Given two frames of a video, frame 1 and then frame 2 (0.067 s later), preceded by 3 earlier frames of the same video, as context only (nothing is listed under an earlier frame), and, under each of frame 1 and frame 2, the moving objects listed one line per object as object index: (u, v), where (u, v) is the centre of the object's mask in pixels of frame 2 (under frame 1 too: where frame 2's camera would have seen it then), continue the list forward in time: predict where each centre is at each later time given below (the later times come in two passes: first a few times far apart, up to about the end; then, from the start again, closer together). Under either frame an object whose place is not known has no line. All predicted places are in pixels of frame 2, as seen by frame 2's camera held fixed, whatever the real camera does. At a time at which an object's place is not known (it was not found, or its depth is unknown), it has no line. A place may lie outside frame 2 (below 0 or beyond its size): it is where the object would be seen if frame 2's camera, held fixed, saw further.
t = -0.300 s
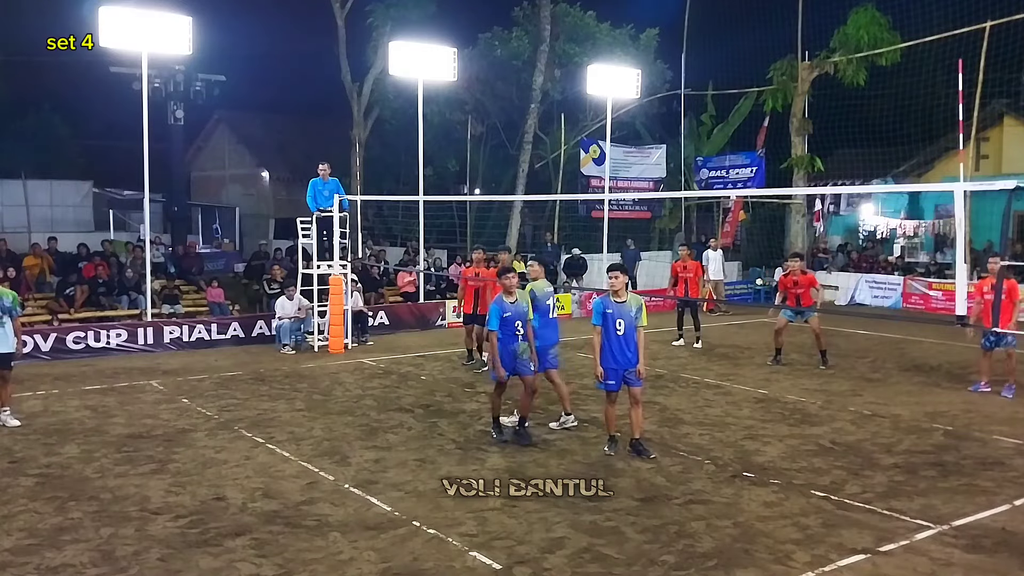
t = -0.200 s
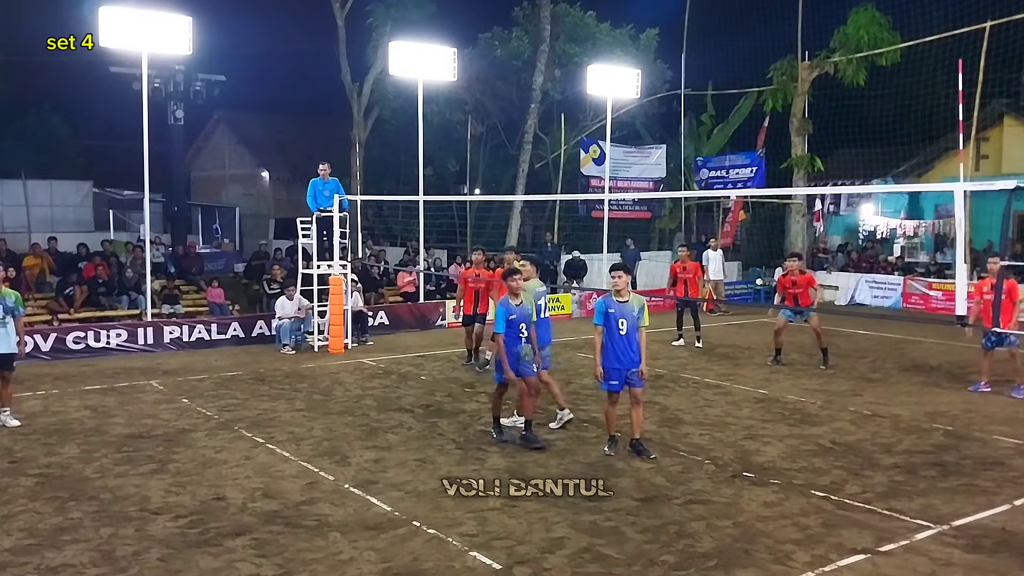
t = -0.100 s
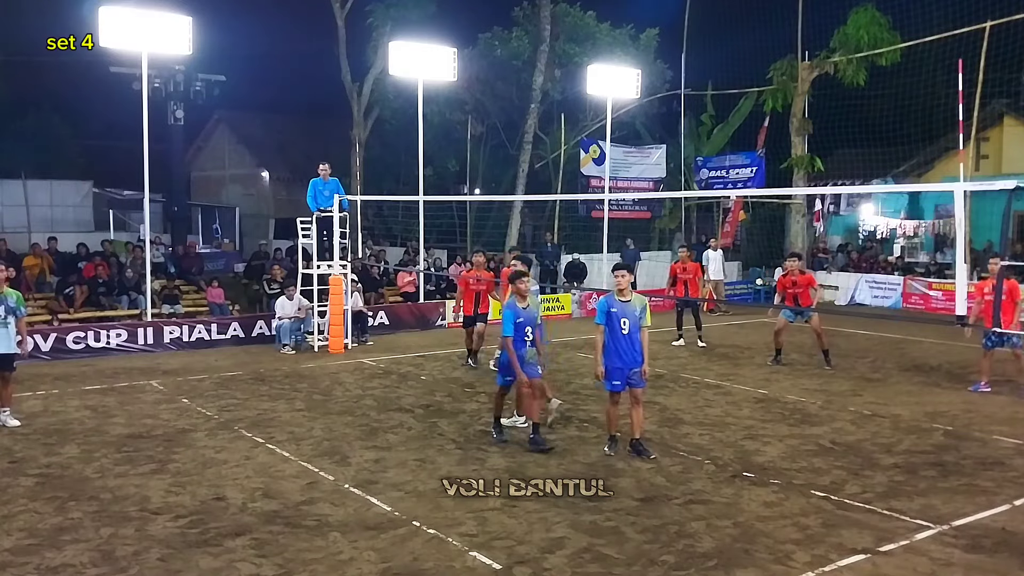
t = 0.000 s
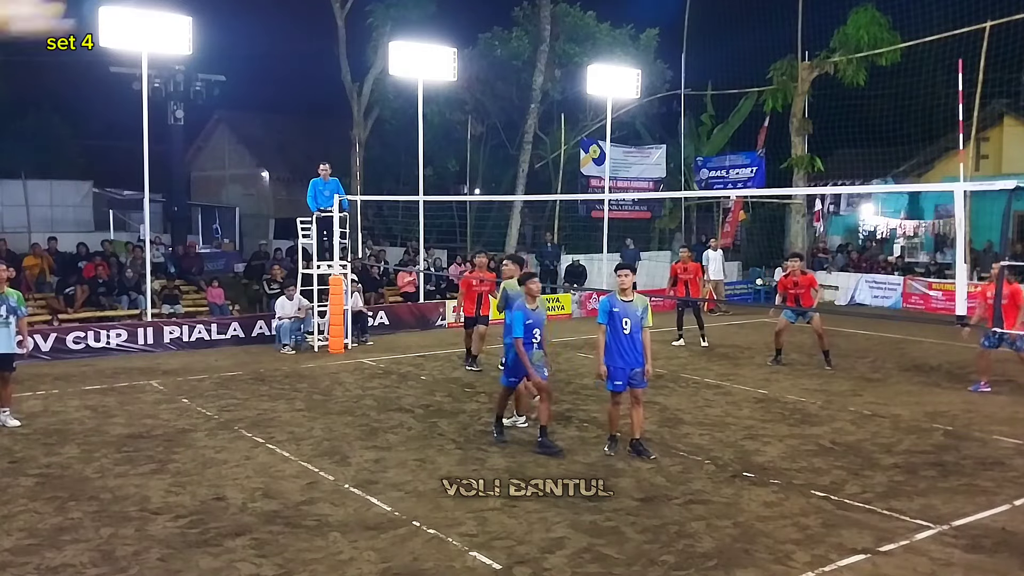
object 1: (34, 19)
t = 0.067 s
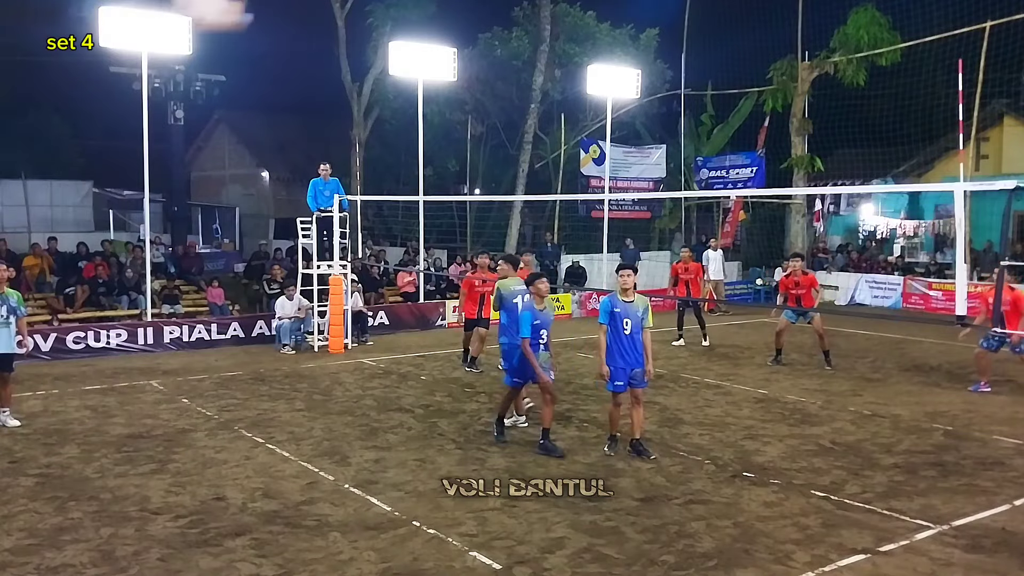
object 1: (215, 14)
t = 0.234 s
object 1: (513, 24)
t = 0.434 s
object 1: (724, 73)
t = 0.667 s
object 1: (866, 156)
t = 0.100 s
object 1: (287, 14)
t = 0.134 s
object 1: (353, 14)
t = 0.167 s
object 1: (413, 16)
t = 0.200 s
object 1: (466, 20)
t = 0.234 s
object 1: (513, 24)
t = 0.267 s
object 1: (557, 30)
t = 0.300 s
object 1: (597, 37)
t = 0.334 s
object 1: (633, 44)
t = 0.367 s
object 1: (666, 53)
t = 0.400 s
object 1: (697, 62)
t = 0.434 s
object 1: (724, 73)
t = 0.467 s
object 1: (749, 82)
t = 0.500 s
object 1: (773, 94)
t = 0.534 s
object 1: (794, 106)
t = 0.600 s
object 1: (833, 130)
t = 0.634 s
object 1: (850, 143)
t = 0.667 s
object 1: (866, 156)
